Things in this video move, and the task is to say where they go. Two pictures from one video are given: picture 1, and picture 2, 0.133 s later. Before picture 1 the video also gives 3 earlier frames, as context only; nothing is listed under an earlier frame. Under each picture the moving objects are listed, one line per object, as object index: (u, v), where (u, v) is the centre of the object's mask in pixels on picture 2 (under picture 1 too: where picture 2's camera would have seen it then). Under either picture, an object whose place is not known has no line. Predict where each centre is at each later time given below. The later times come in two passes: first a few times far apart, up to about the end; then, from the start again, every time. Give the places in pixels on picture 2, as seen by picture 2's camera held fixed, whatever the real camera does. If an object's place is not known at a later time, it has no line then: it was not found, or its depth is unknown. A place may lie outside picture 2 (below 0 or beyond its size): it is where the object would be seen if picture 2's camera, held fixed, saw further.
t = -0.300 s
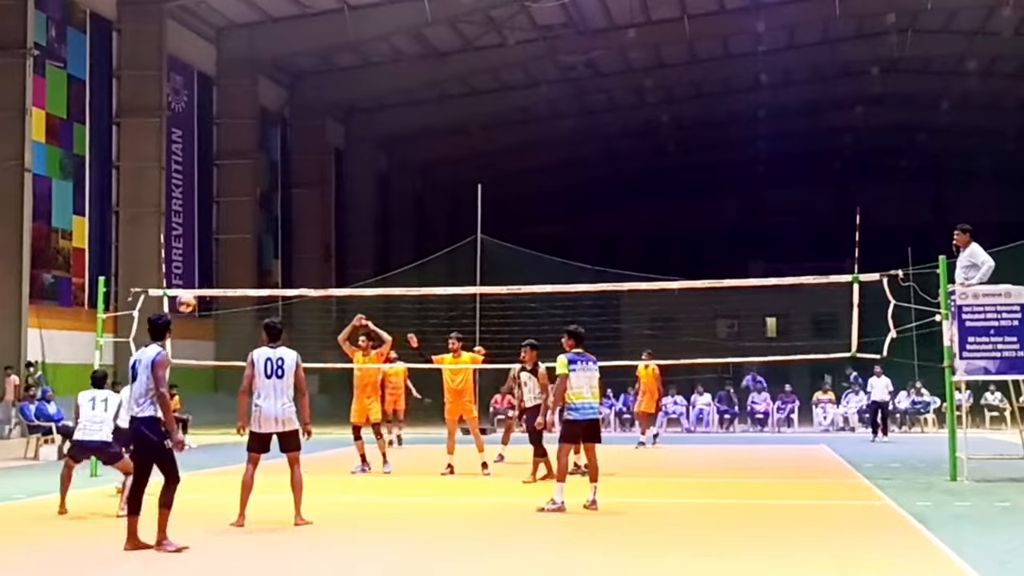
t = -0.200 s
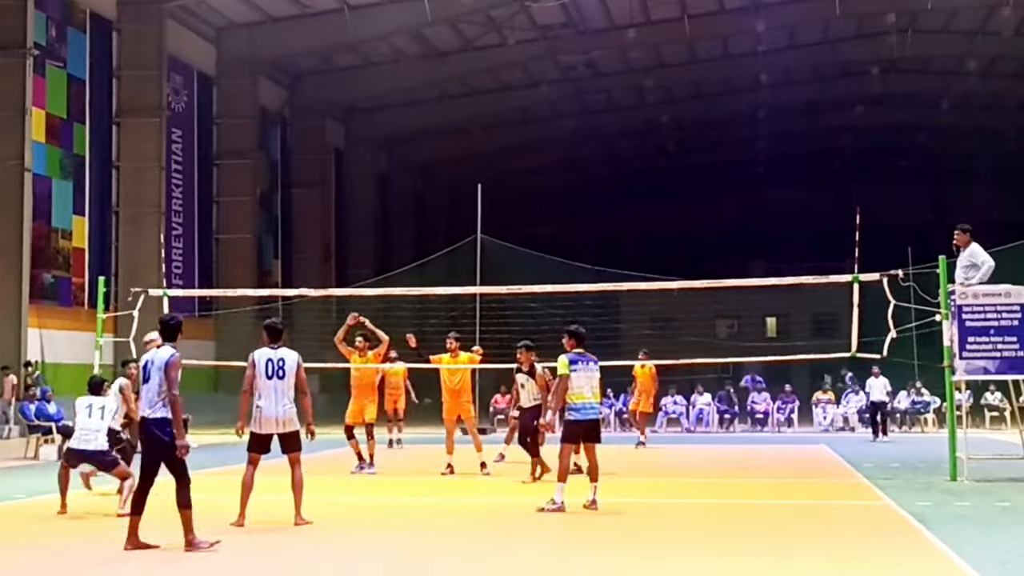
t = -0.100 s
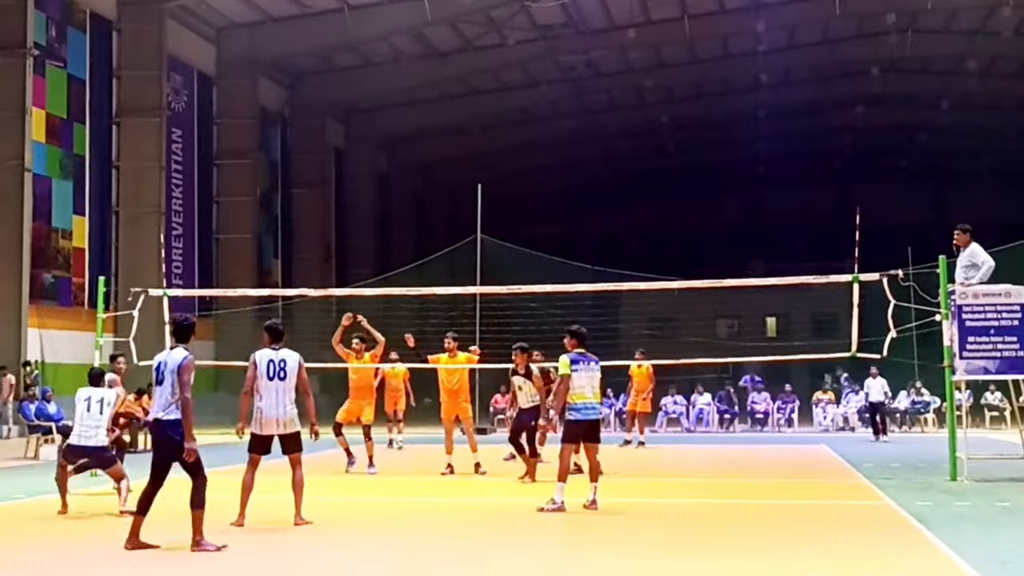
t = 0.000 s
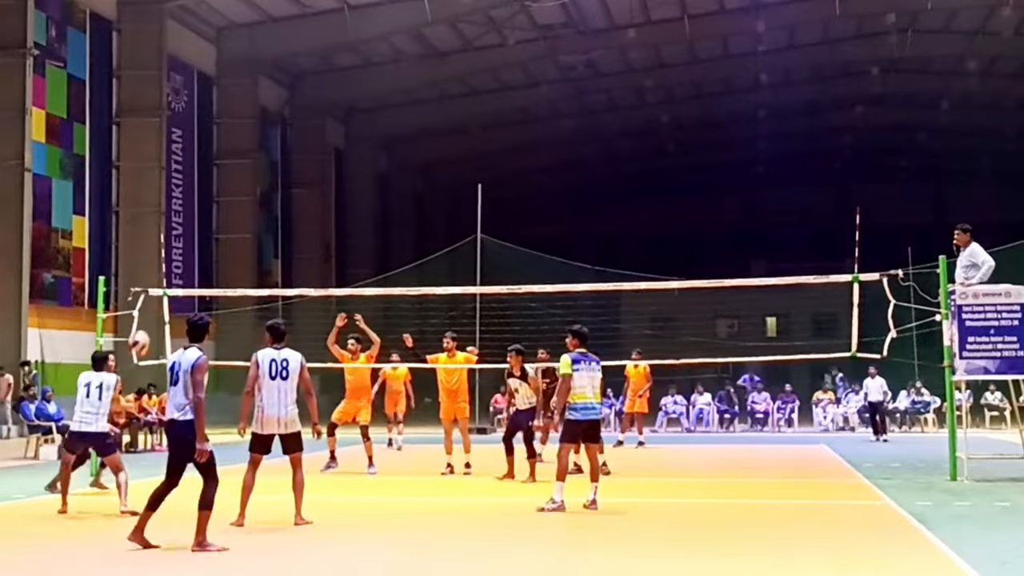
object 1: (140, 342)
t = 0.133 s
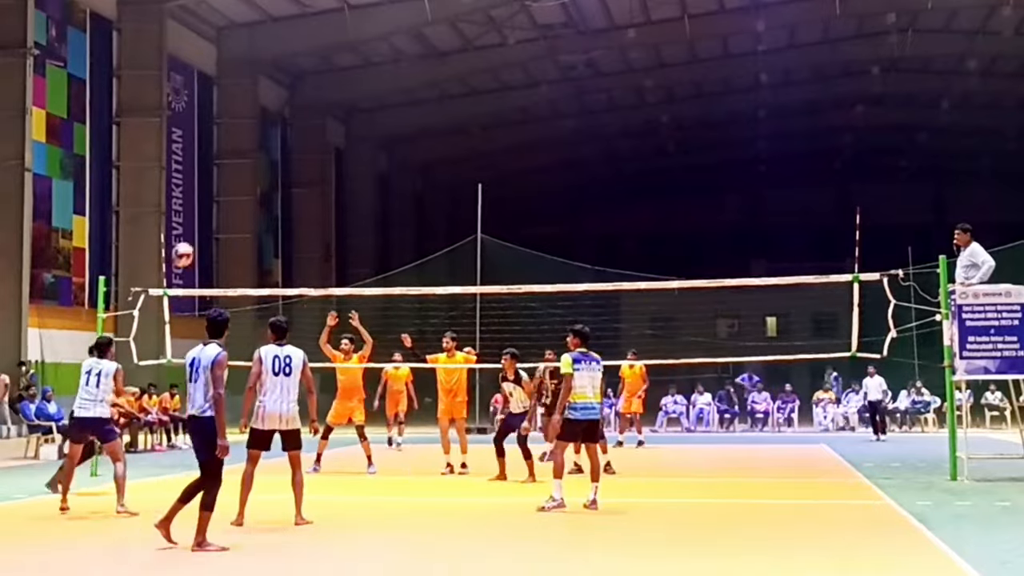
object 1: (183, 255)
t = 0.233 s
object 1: (213, 202)
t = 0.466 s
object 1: (277, 121)
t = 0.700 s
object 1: (335, 92)
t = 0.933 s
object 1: (388, 108)
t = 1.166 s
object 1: (437, 167)
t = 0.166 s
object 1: (193, 236)
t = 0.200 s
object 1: (203, 218)
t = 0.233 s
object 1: (213, 202)
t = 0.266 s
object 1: (222, 186)
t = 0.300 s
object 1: (232, 173)
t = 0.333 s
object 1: (241, 161)
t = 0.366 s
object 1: (251, 149)
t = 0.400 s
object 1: (260, 139)
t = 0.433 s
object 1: (268, 129)
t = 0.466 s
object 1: (277, 121)
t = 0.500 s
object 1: (286, 114)
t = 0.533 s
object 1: (294, 108)
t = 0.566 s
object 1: (303, 103)
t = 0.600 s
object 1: (311, 99)
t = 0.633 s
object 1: (319, 95)
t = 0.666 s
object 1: (328, 93)
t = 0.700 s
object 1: (335, 92)
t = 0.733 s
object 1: (343, 92)
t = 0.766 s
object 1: (351, 92)
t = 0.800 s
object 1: (359, 93)
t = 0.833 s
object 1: (367, 96)
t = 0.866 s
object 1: (374, 99)
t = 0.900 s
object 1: (381, 104)
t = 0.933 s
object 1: (388, 108)
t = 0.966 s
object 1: (396, 115)
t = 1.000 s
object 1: (403, 121)
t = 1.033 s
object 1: (410, 128)
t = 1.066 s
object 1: (417, 137)
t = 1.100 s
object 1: (424, 146)
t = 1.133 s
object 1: (431, 156)
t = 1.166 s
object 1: (437, 167)
